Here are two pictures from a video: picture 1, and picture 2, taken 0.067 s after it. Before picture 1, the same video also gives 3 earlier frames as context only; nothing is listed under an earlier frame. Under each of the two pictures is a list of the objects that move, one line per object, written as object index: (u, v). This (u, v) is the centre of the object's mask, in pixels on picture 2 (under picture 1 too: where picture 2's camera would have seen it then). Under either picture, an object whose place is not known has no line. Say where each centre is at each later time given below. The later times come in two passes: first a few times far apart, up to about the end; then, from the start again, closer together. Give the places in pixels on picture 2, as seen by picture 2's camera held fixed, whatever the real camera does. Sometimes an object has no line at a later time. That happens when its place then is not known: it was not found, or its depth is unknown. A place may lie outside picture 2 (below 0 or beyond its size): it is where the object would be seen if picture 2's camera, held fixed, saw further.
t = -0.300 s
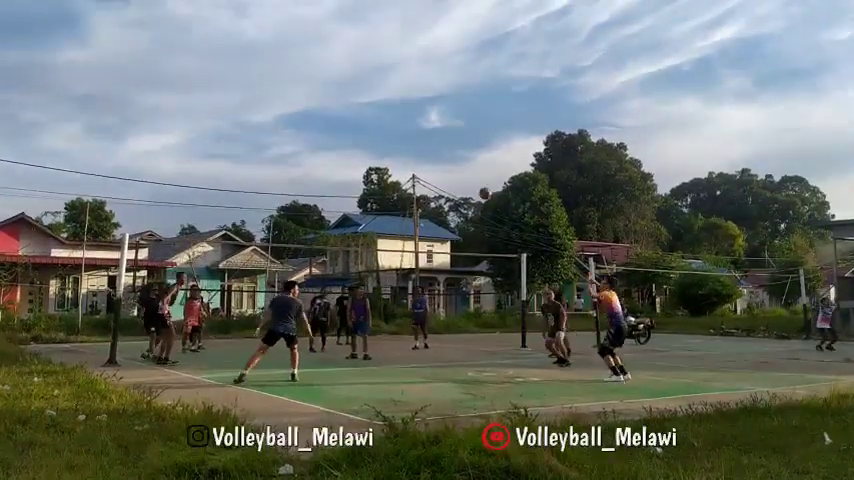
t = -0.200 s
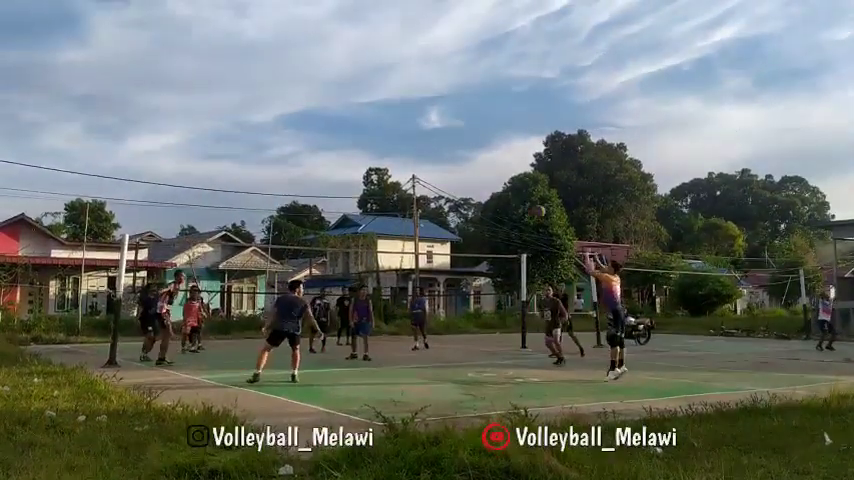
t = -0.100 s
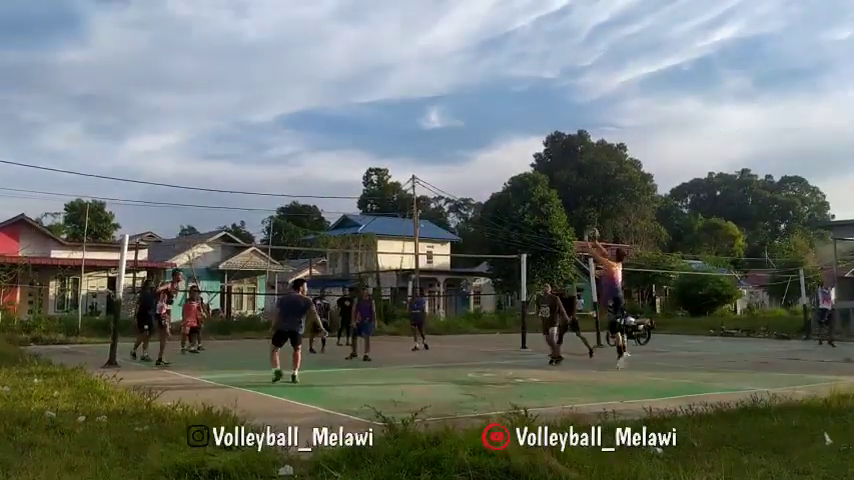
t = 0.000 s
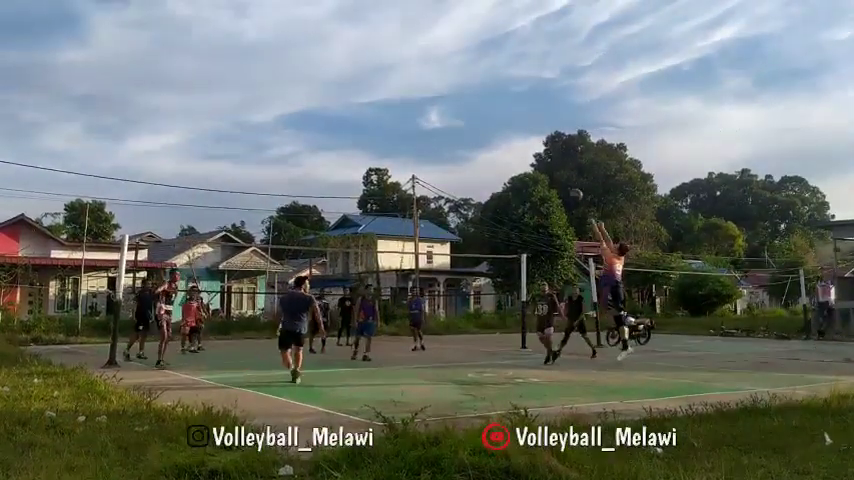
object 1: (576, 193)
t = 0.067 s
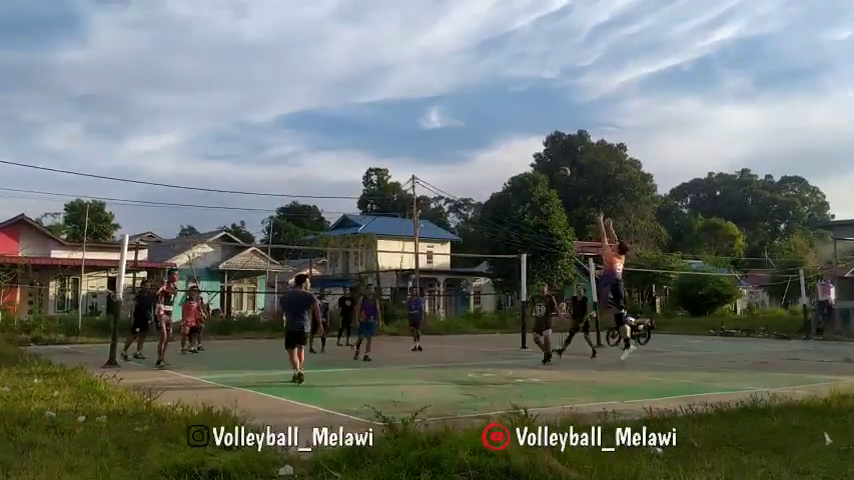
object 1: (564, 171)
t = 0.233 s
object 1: (534, 132)
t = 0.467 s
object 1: (500, 105)
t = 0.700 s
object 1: (471, 108)
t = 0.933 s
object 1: (445, 136)
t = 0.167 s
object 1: (547, 145)
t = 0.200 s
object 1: (540, 139)
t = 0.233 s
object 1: (534, 132)
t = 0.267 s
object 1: (529, 126)
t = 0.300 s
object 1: (524, 121)
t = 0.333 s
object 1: (519, 117)
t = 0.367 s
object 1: (514, 113)
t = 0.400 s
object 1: (509, 110)
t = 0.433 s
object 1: (505, 107)
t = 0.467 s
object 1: (500, 105)
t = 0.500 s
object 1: (496, 104)
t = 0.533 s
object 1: (491, 103)
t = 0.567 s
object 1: (487, 103)
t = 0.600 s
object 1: (483, 104)
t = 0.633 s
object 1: (479, 105)
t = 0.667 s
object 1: (475, 106)
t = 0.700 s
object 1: (471, 108)
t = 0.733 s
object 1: (467, 111)
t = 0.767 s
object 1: (463, 114)
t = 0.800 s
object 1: (459, 117)
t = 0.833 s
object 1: (456, 121)
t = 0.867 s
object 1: (452, 126)
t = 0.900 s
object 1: (449, 131)
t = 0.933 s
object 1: (445, 136)
